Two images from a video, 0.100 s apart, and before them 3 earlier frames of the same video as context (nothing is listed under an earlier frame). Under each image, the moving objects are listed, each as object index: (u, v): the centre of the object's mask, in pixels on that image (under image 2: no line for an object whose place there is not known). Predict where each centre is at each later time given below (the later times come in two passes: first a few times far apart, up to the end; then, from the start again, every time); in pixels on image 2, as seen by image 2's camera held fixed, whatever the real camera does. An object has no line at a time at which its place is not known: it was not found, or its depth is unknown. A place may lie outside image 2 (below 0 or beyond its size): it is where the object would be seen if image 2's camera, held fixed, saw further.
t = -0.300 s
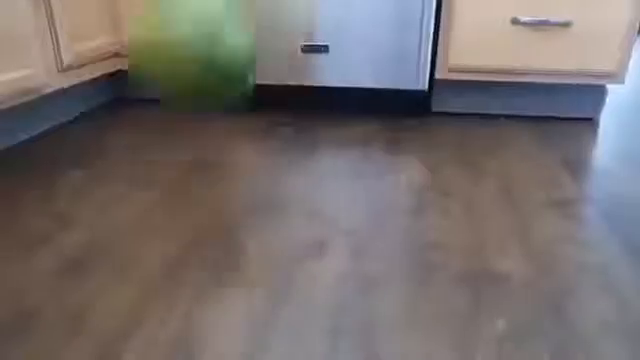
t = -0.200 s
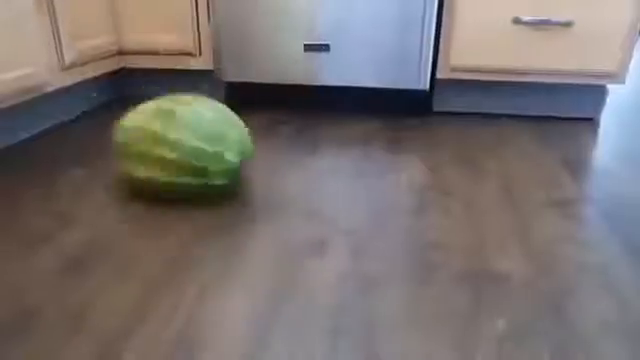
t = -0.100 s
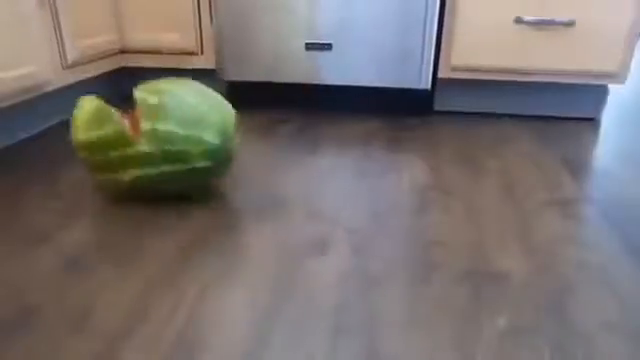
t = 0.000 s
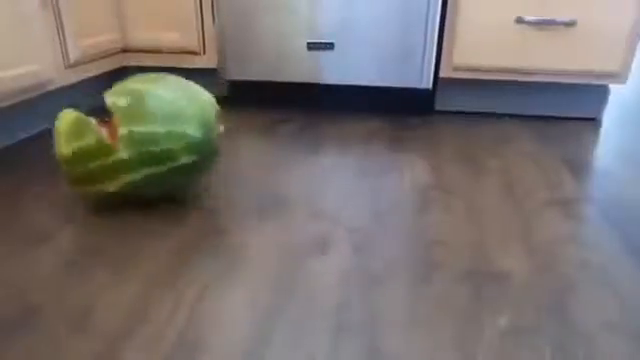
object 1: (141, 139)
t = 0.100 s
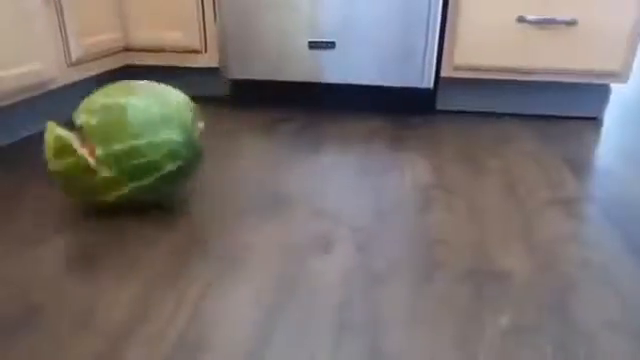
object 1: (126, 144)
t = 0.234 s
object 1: (104, 151)
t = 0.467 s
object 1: (80, 160)
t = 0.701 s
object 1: (72, 178)
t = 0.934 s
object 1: (68, 195)
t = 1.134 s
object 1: (55, 207)
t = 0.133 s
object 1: (121, 148)
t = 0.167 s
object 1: (115, 151)
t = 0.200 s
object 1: (109, 151)
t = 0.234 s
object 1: (104, 151)
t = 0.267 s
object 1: (99, 151)
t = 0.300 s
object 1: (95, 155)
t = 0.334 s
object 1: (92, 153)
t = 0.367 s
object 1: (89, 155)
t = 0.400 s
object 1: (86, 157)
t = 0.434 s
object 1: (82, 159)
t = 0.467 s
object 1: (80, 160)
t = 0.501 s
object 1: (78, 162)
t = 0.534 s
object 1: (76, 165)
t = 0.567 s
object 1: (75, 168)
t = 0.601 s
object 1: (73, 169)
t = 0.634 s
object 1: (72, 172)
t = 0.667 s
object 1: (72, 175)
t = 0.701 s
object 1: (72, 178)
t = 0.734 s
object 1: (72, 182)
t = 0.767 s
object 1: (73, 185)
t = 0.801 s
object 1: (72, 187)
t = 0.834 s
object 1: (71, 190)
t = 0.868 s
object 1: (70, 192)
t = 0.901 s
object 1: (69, 193)
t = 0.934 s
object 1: (68, 195)
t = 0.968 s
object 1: (66, 196)
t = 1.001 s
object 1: (64, 197)
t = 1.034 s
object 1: (62, 199)
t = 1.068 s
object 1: (59, 202)
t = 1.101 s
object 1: (57, 206)
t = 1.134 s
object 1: (55, 207)
